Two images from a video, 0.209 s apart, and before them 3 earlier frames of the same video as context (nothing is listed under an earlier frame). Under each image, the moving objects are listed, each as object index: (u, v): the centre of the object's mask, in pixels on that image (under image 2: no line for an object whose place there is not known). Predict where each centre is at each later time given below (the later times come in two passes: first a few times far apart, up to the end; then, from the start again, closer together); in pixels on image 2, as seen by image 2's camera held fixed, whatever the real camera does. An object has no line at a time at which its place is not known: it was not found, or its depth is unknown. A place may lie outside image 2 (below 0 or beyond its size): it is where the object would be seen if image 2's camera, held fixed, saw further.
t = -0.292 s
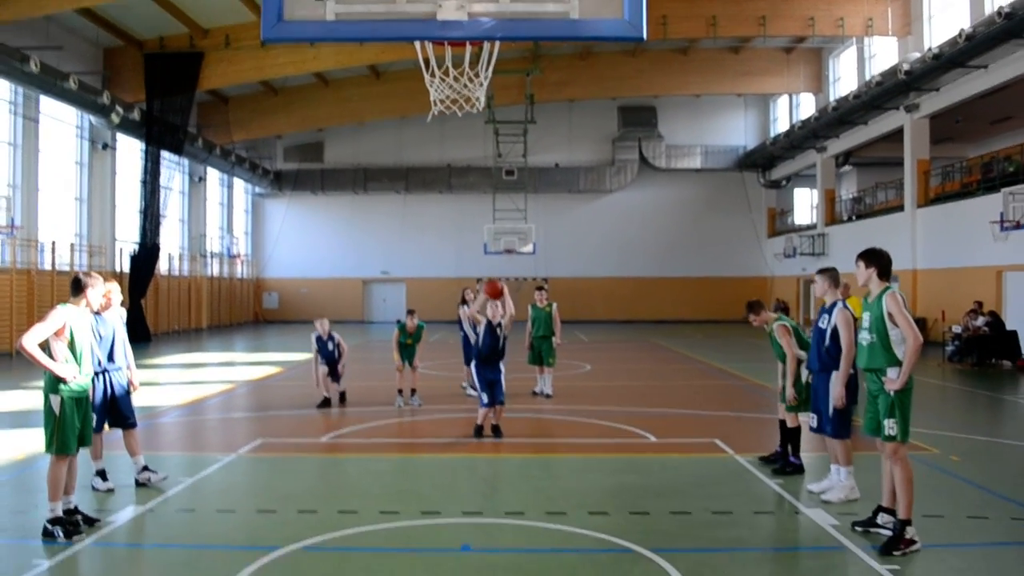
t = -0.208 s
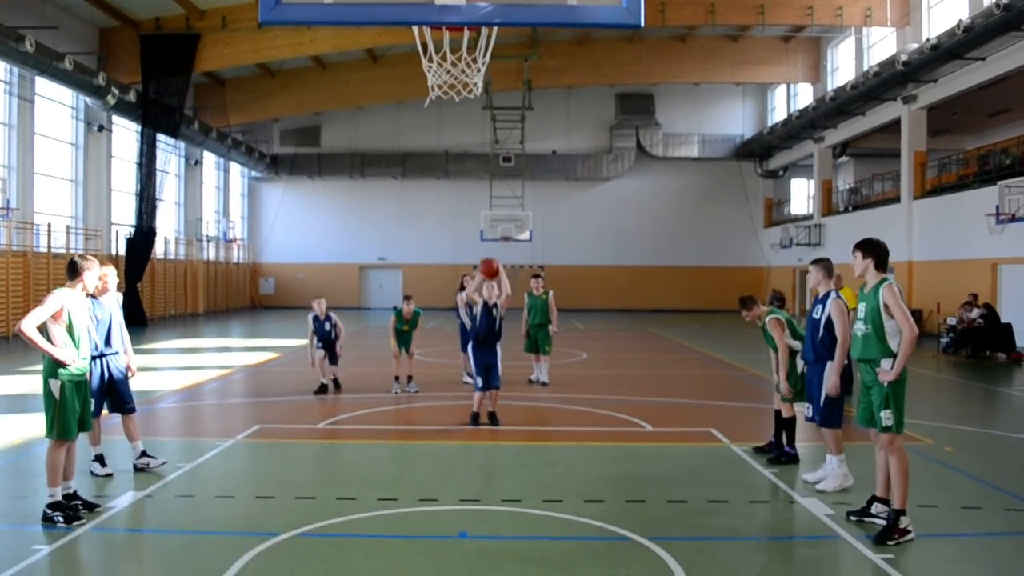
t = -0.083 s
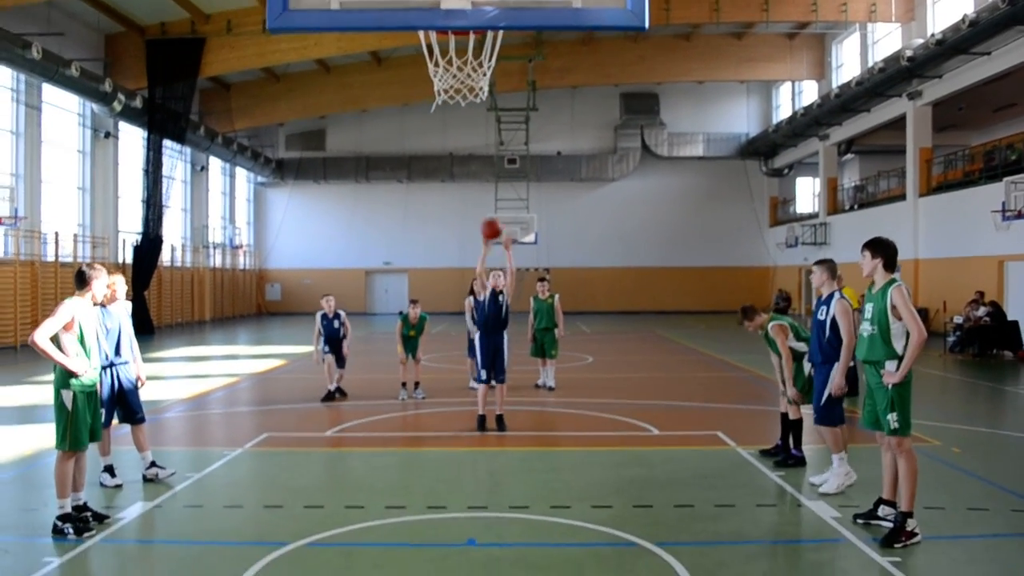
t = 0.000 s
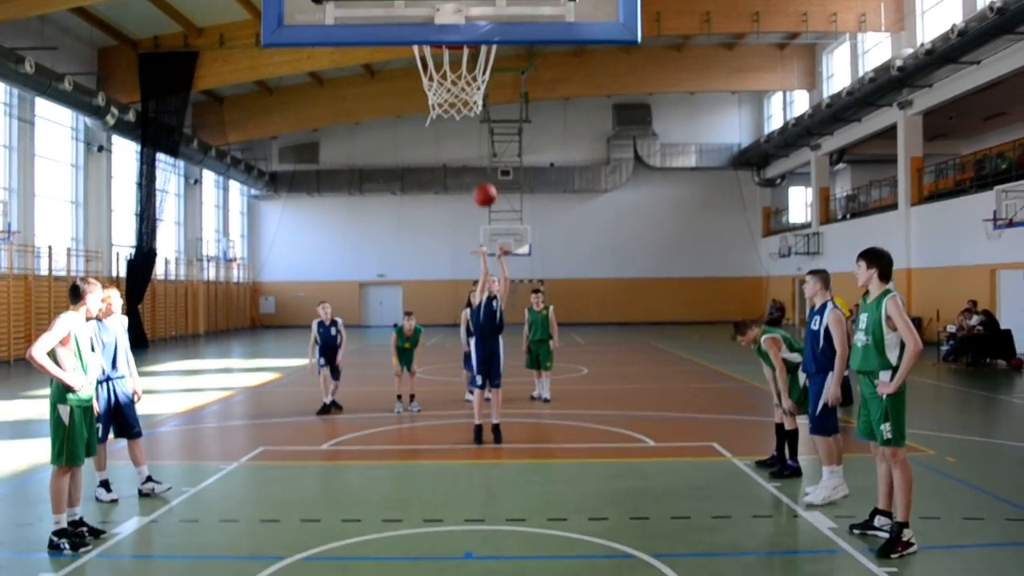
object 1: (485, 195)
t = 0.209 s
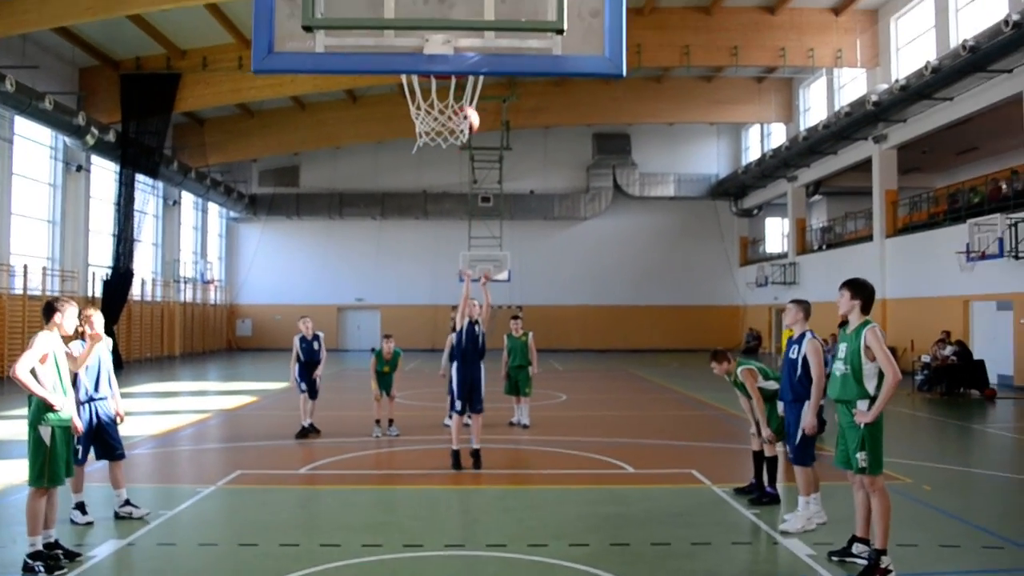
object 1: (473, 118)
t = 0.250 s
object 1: (467, 101)
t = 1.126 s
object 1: (439, 208)
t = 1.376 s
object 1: (413, 427)
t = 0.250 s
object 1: (467, 101)
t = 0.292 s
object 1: (465, 87)
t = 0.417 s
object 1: (467, 39)
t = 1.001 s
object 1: (449, 122)
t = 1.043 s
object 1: (442, 148)
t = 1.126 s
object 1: (439, 208)
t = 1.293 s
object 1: (421, 349)
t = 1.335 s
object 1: (416, 387)
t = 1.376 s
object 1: (413, 427)
